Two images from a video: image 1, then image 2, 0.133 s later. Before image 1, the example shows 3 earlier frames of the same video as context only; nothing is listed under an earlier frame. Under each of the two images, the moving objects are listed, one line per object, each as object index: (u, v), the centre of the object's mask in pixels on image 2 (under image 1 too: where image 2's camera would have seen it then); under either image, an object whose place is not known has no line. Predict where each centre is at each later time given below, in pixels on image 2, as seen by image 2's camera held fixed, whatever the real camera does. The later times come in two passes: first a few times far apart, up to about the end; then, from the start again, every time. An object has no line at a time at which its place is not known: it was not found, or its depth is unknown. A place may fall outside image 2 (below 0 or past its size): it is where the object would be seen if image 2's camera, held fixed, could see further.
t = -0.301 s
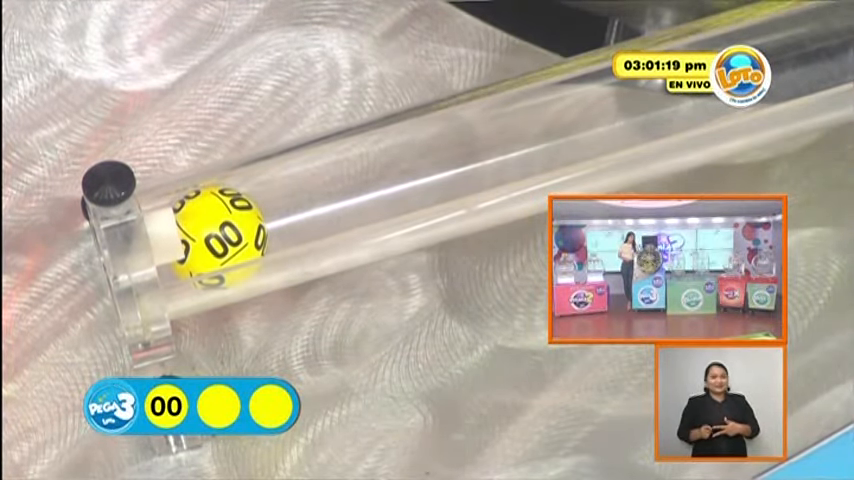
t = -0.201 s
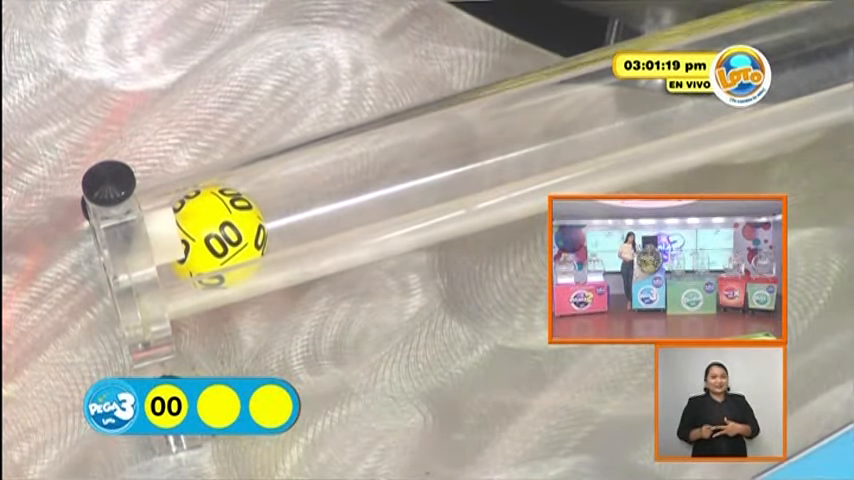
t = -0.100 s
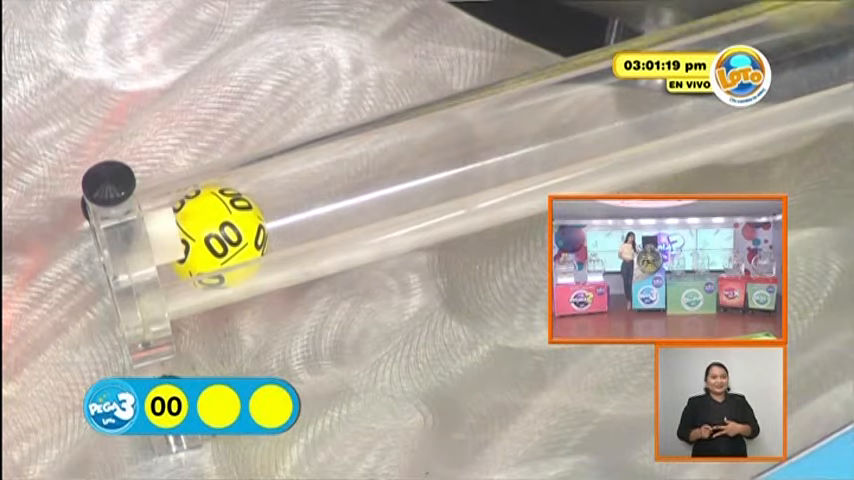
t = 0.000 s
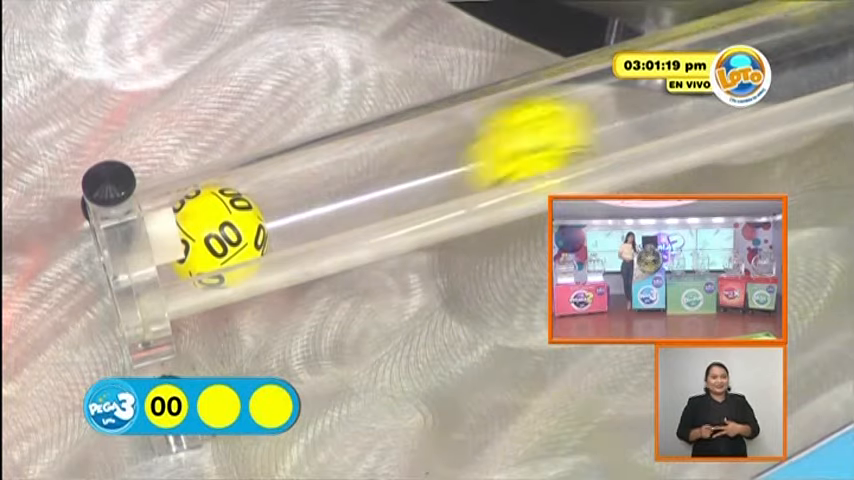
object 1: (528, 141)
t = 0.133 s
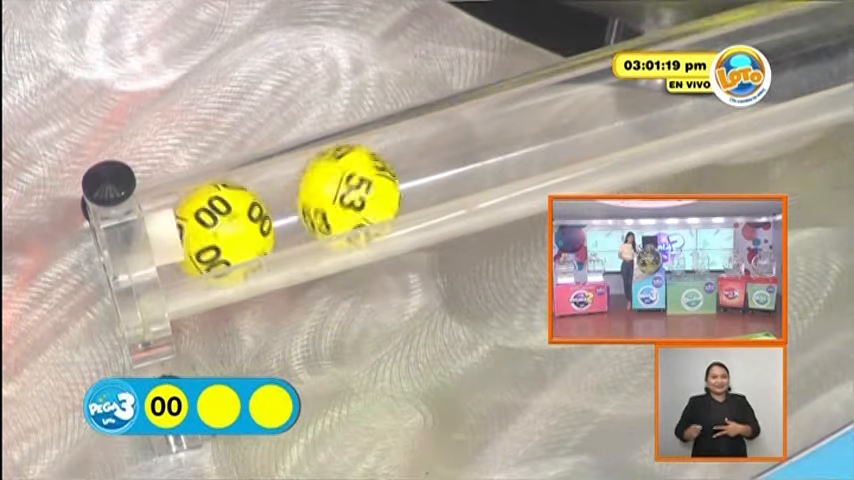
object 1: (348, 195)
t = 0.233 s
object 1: (315, 207)
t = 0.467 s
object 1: (314, 208)
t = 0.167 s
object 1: (344, 197)
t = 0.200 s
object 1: (331, 202)
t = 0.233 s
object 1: (315, 207)
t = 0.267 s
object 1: (314, 208)
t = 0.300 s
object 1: (314, 208)
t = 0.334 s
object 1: (314, 208)
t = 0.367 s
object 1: (314, 208)
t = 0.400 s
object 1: (314, 209)
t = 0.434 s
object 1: (314, 209)
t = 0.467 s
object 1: (314, 208)
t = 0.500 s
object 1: (312, 203)
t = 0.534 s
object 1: (312, 203)
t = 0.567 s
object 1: (314, 209)
